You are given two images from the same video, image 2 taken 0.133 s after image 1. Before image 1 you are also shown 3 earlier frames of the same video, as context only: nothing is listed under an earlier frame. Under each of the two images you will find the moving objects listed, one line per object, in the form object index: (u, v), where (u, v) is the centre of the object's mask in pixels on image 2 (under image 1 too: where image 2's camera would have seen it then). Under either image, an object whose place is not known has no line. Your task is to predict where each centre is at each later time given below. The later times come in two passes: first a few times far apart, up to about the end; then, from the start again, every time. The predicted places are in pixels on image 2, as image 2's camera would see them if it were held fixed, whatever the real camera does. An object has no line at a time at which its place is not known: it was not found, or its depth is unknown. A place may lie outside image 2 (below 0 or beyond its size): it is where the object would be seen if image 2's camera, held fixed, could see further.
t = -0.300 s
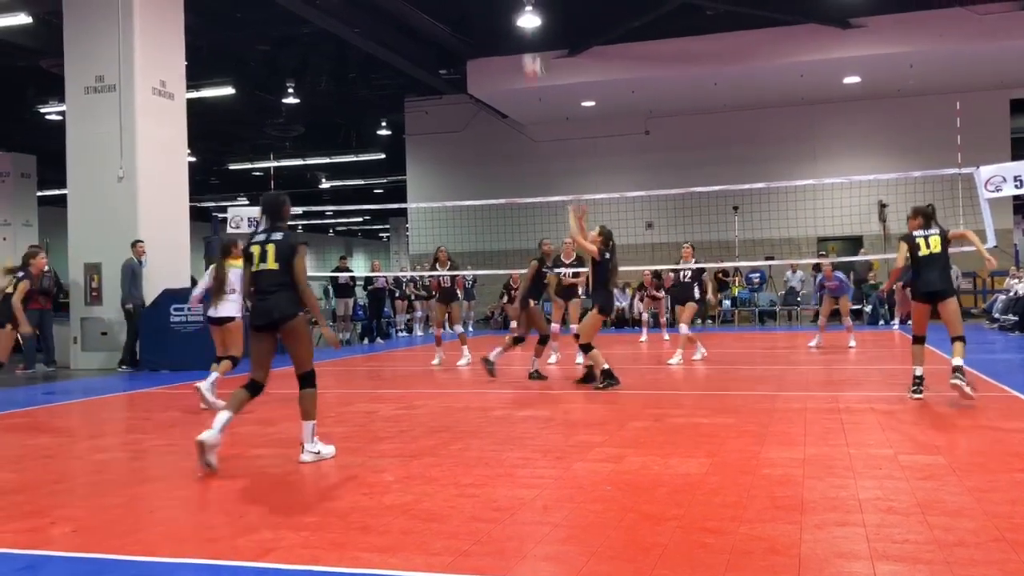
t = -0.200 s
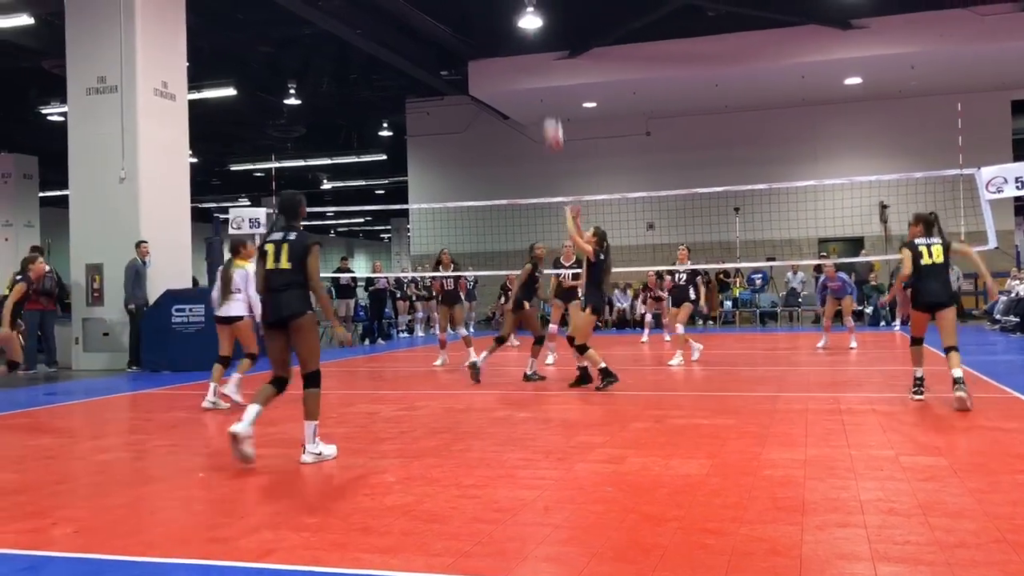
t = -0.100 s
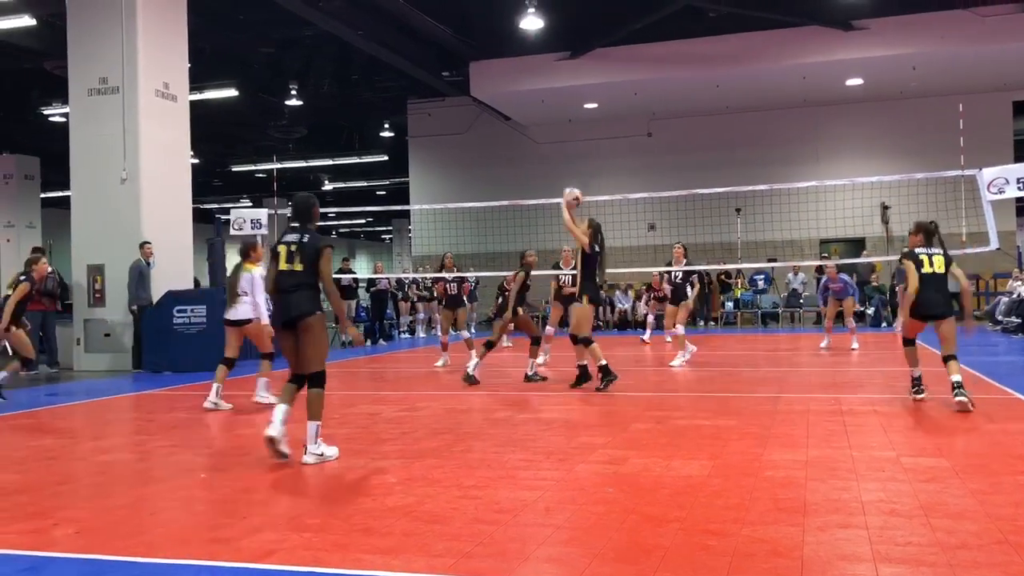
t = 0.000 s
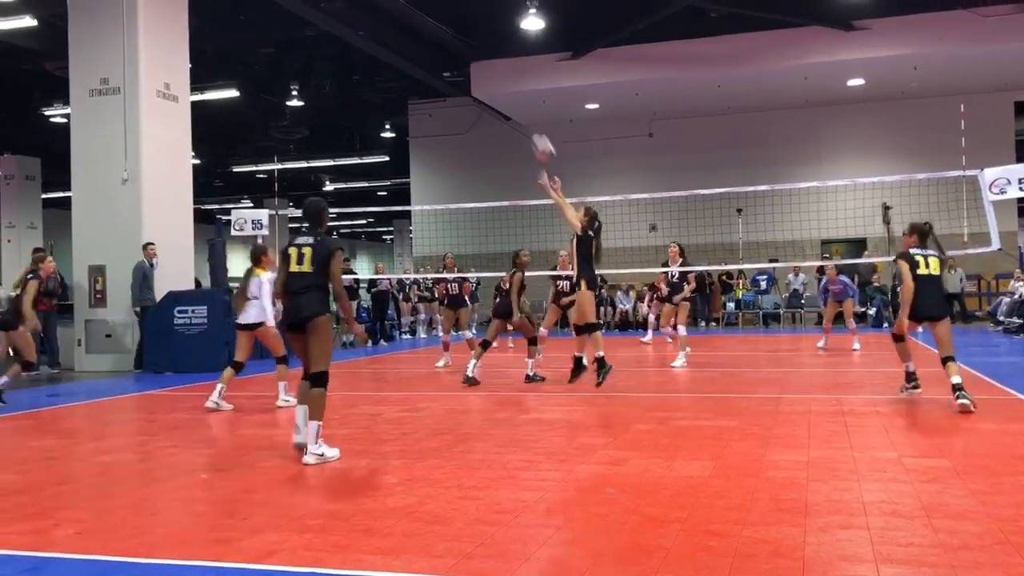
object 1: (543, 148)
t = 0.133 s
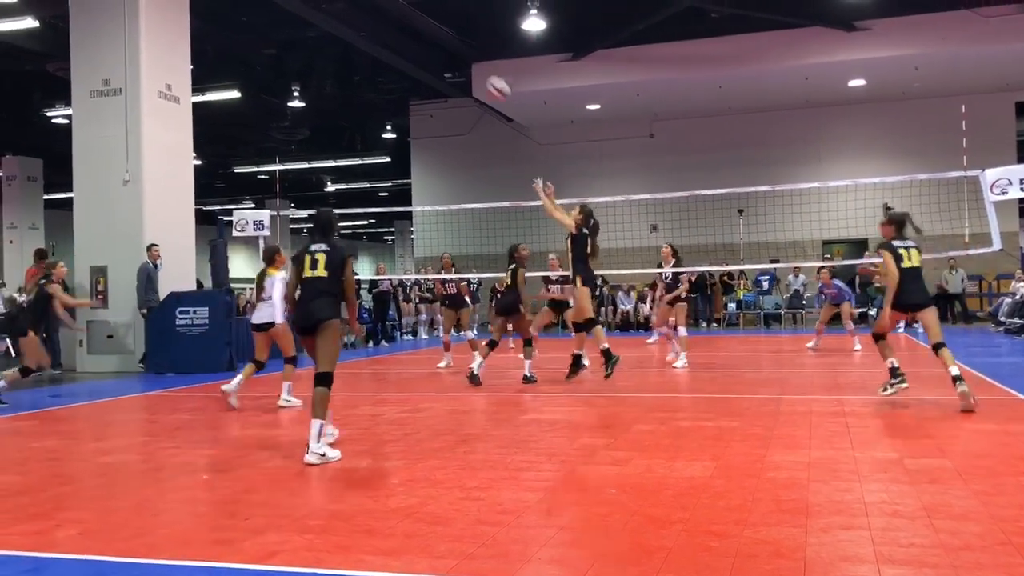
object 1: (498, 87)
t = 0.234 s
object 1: (466, 56)
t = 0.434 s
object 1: (407, 21)
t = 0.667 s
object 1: (347, 23)
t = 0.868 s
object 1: (299, 60)
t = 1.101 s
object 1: (250, 141)
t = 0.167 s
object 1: (487, 75)
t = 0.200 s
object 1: (476, 65)
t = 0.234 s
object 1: (466, 56)
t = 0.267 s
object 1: (456, 48)
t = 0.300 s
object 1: (446, 41)
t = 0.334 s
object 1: (435, 34)
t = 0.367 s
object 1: (426, 29)
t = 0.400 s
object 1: (417, 24)
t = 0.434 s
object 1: (407, 21)
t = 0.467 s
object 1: (398, 18)
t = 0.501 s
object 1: (389, 17)
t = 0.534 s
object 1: (381, 16)
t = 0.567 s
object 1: (372, 17)
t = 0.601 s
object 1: (363, 18)
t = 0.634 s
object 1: (355, 20)
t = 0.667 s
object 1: (347, 23)
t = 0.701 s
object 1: (339, 27)
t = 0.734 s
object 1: (331, 32)
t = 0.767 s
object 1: (323, 38)
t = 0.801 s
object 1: (315, 45)
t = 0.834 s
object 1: (307, 52)
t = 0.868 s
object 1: (299, 60)
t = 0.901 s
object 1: (292, 69)
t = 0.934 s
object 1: (285, 79)
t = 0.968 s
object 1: (277, 90)
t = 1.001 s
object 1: (271, 102)
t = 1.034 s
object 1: (263, 114)
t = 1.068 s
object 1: (257, 127)
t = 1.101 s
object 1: (250, 141)
